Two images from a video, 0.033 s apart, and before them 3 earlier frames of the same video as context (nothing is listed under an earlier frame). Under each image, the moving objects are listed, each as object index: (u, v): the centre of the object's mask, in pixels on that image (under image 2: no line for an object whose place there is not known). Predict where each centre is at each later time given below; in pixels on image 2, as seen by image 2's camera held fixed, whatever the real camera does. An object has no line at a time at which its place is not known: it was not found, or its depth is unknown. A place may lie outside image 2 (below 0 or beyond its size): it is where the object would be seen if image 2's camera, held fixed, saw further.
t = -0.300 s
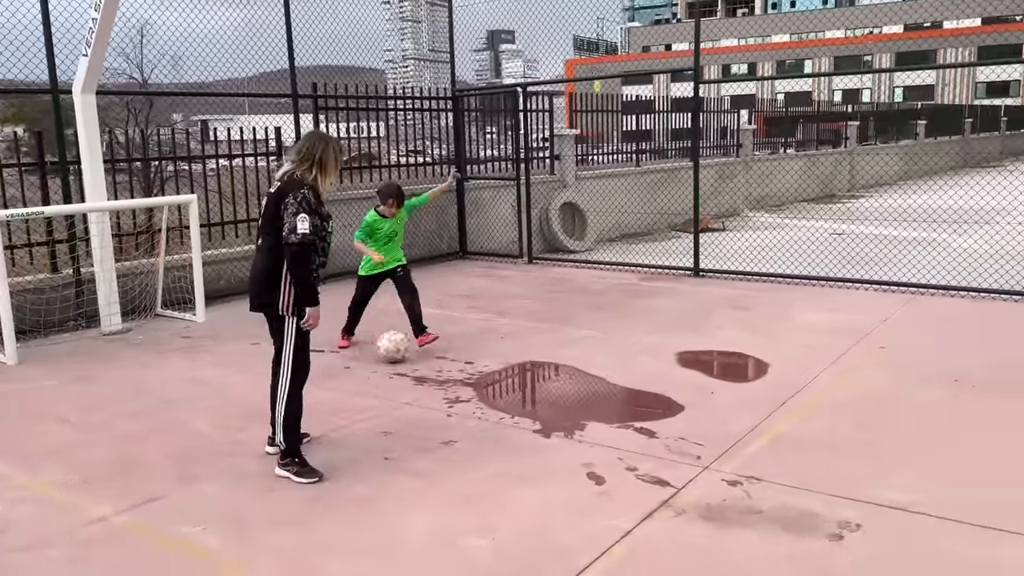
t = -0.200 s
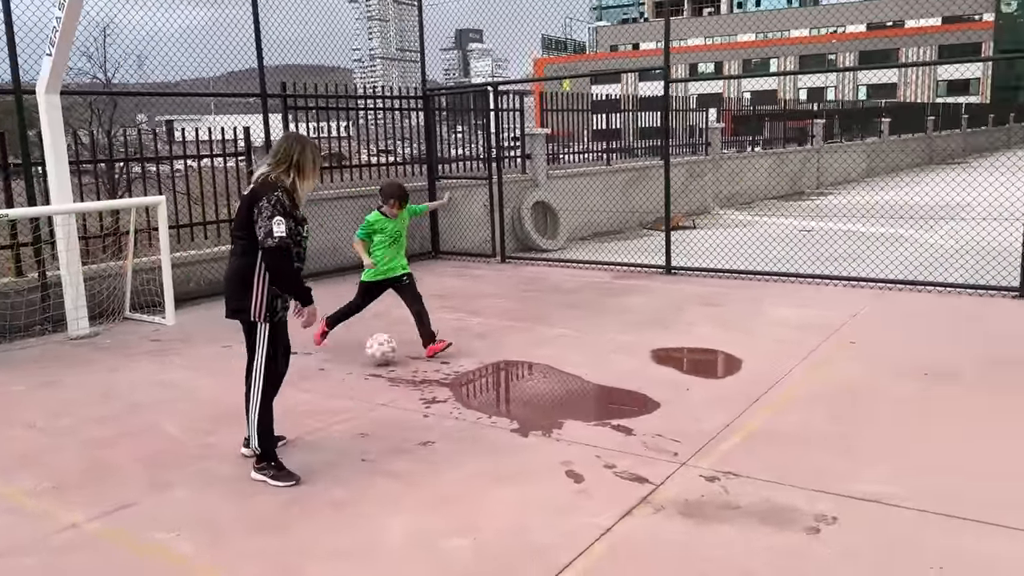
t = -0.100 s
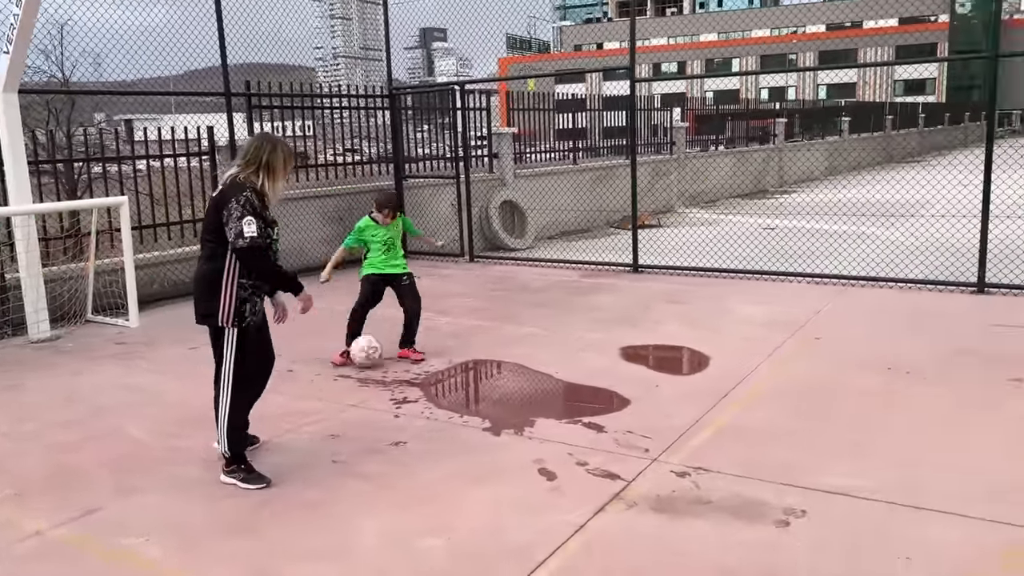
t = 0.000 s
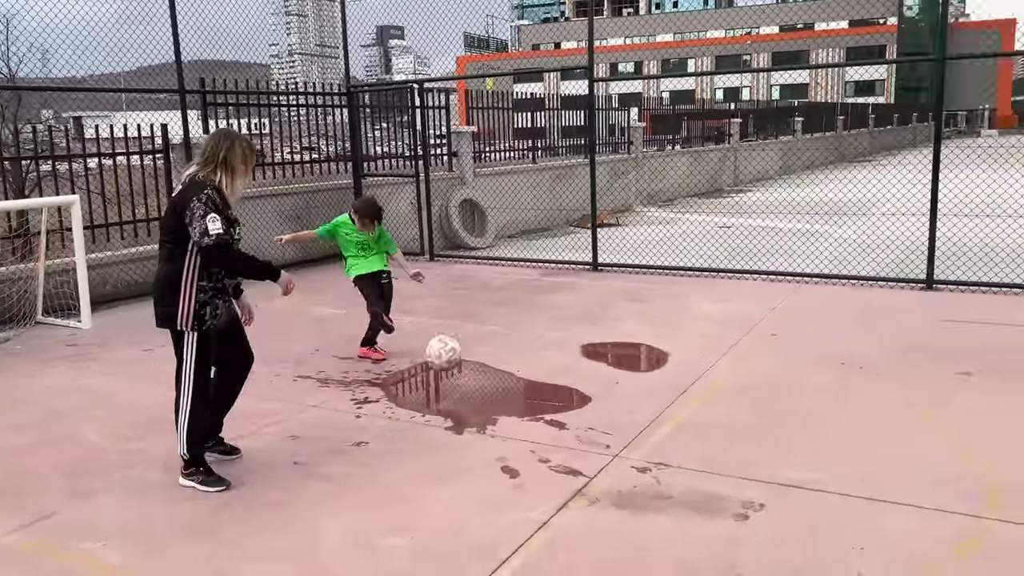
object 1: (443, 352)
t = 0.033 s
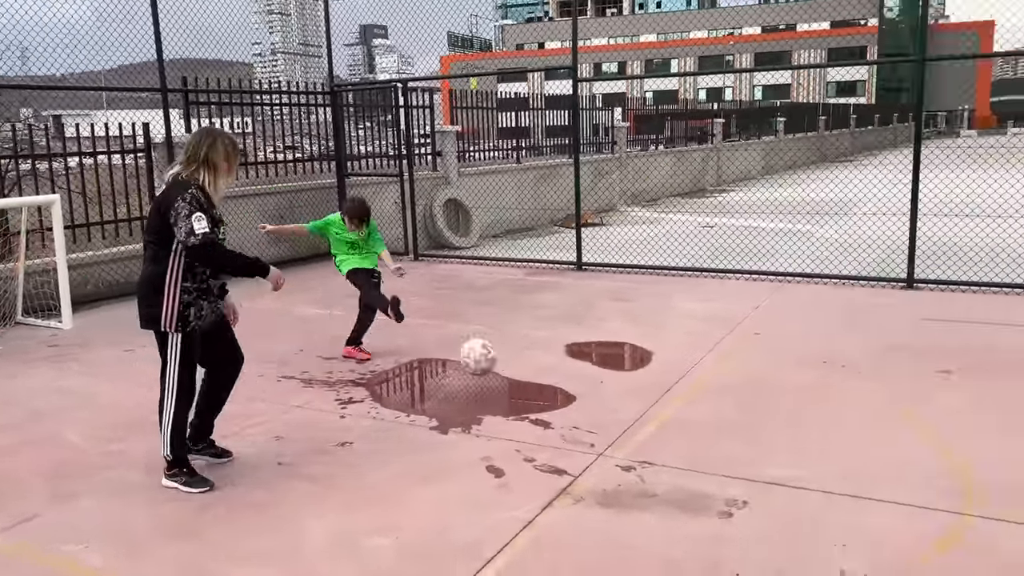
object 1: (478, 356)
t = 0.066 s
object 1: (532, 363)
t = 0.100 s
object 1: (593, 372)
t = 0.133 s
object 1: (659, 385)
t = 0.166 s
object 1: (731, 400)
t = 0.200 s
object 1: (814, 421)
